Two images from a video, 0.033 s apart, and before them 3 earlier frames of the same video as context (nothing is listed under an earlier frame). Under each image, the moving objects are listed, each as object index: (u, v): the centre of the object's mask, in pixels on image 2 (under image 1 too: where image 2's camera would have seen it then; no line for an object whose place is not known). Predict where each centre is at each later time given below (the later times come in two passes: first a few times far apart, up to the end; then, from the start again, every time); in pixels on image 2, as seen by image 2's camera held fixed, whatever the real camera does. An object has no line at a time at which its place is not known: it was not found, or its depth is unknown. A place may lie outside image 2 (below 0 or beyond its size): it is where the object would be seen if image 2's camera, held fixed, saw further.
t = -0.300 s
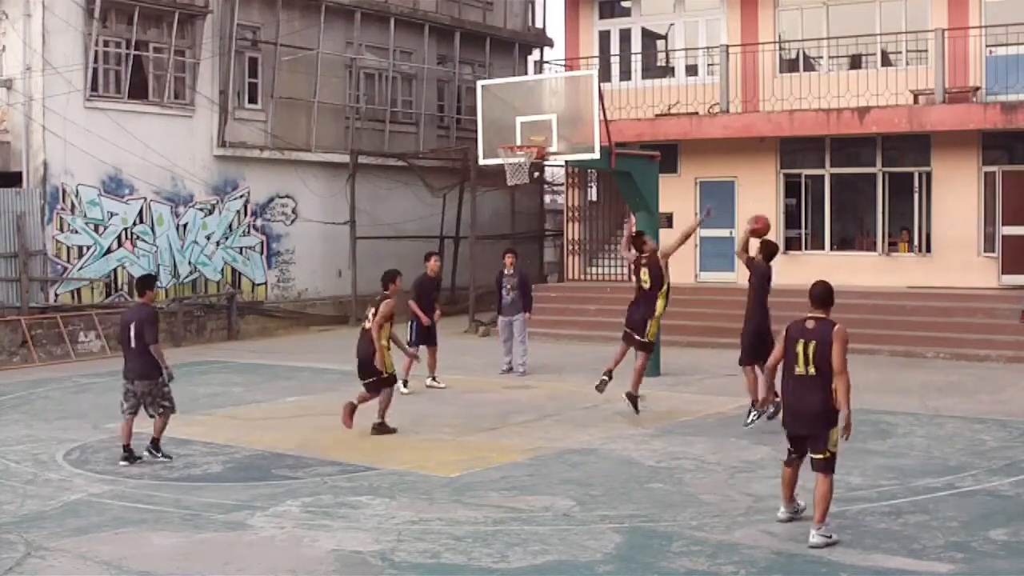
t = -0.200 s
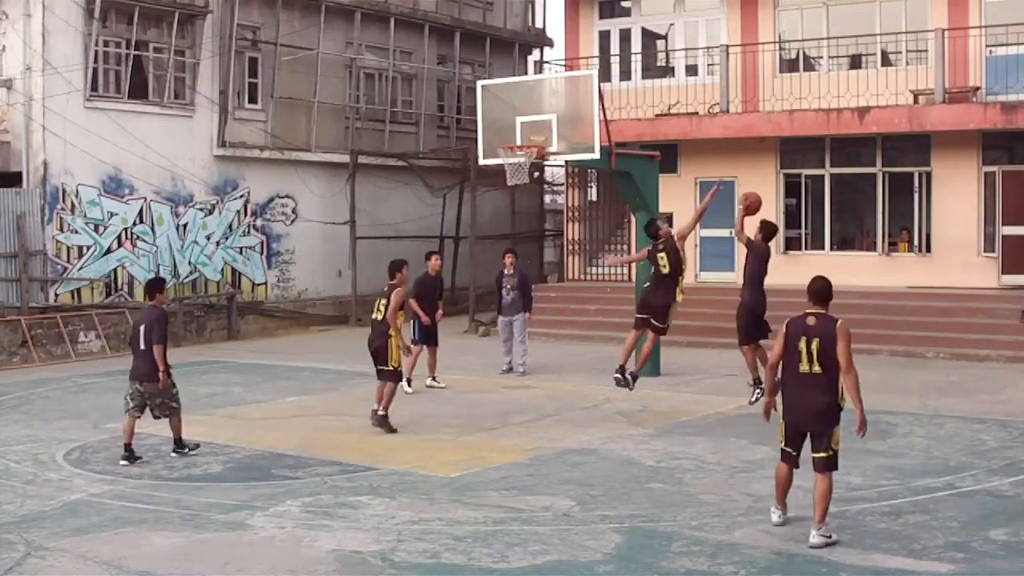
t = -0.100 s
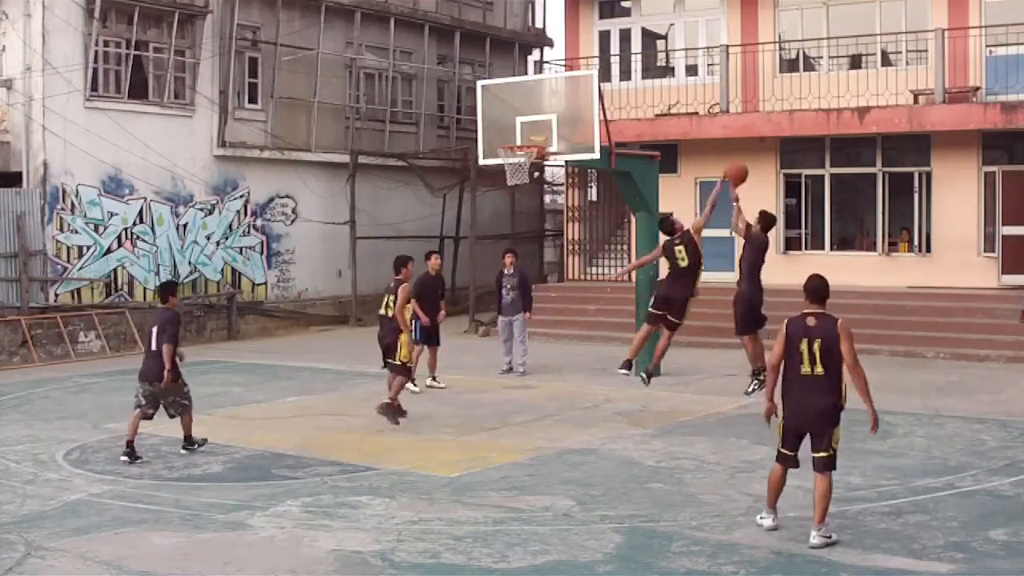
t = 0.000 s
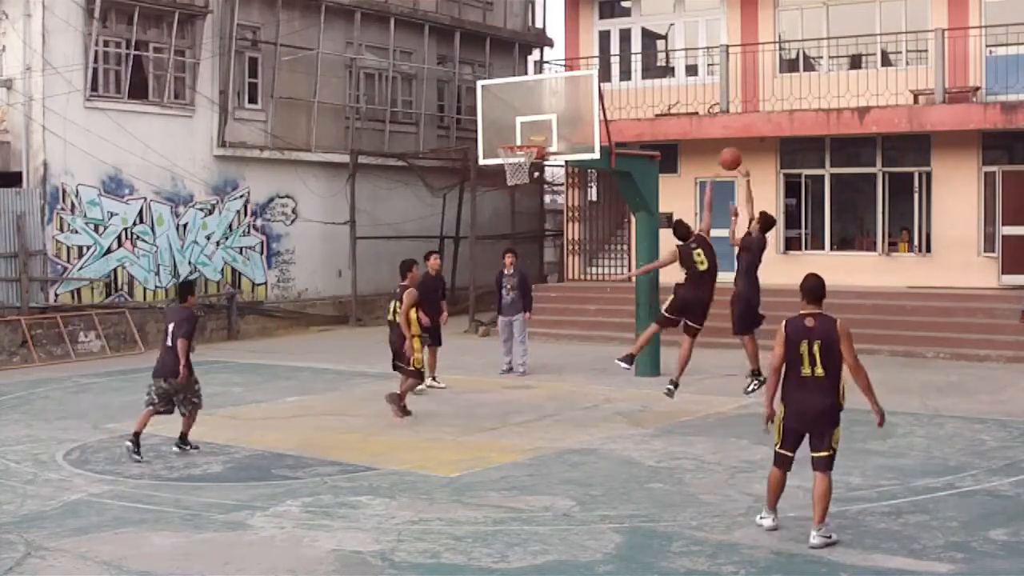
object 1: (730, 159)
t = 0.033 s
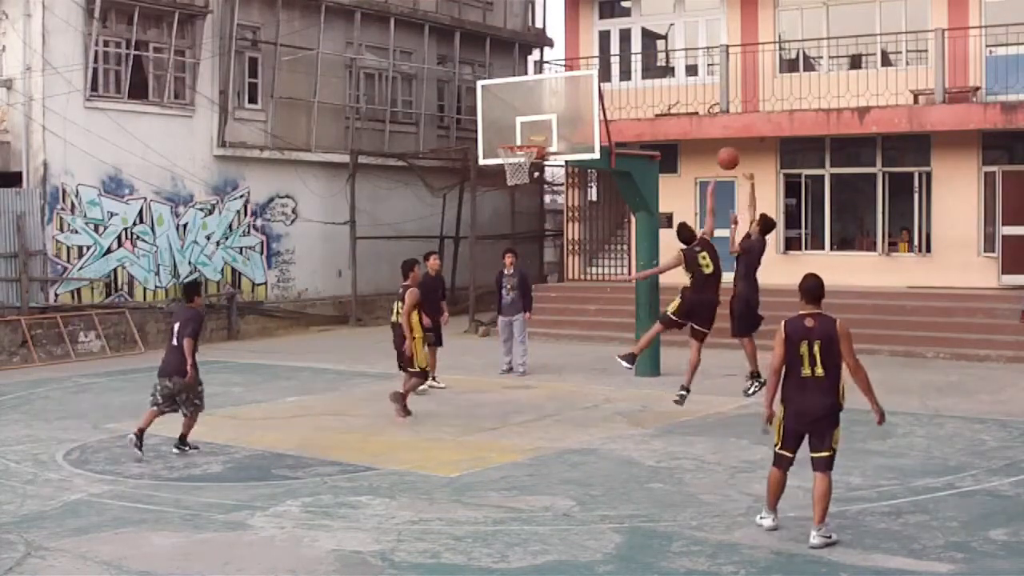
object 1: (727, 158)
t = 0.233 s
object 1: (717, 176)
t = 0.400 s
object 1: (708, 217)
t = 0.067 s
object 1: (726, 159)
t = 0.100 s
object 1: (724, 160)
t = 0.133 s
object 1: (723, 163)
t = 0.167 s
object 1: (720, 166)
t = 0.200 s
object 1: (719, 171)
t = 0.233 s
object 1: (717, 176)
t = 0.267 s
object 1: (714, 184)
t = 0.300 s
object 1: (712, 191)
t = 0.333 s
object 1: (711, 199)
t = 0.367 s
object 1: (710, 207)
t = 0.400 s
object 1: (708, 217)
